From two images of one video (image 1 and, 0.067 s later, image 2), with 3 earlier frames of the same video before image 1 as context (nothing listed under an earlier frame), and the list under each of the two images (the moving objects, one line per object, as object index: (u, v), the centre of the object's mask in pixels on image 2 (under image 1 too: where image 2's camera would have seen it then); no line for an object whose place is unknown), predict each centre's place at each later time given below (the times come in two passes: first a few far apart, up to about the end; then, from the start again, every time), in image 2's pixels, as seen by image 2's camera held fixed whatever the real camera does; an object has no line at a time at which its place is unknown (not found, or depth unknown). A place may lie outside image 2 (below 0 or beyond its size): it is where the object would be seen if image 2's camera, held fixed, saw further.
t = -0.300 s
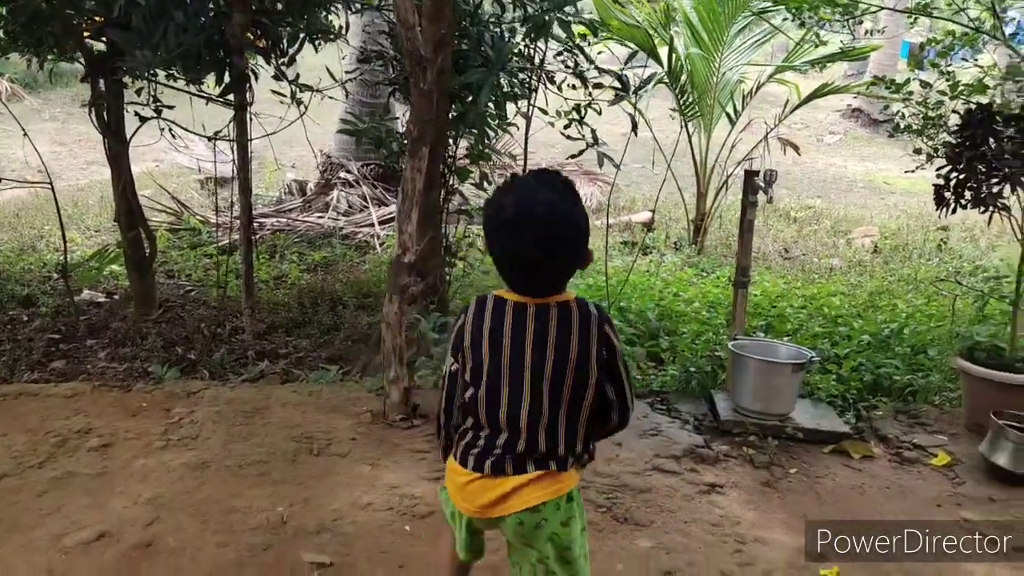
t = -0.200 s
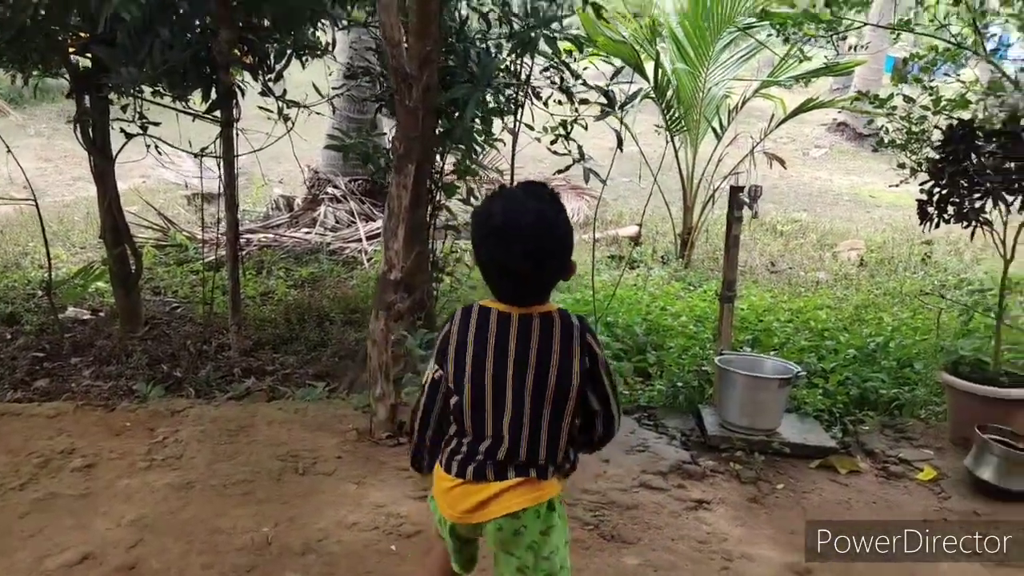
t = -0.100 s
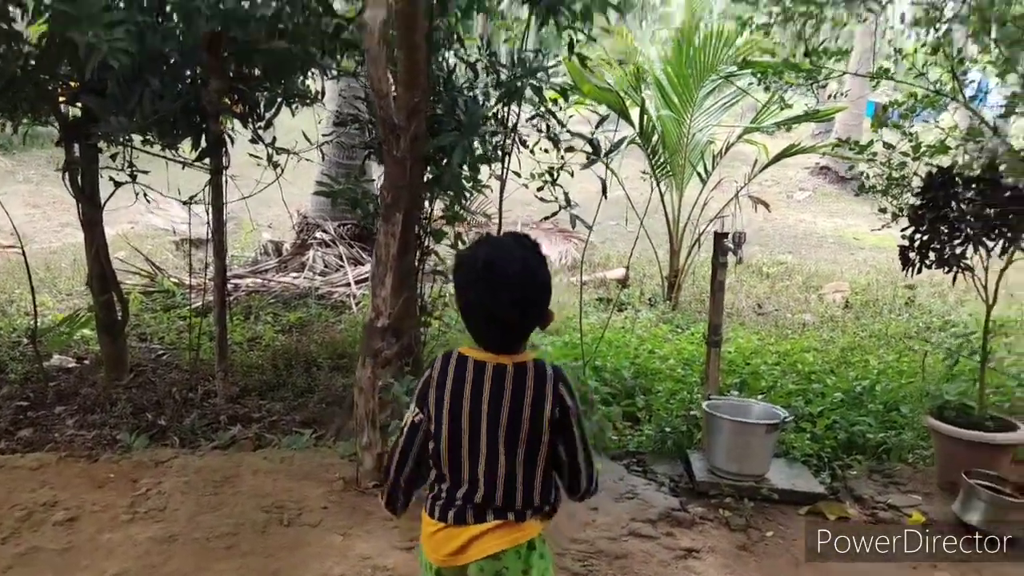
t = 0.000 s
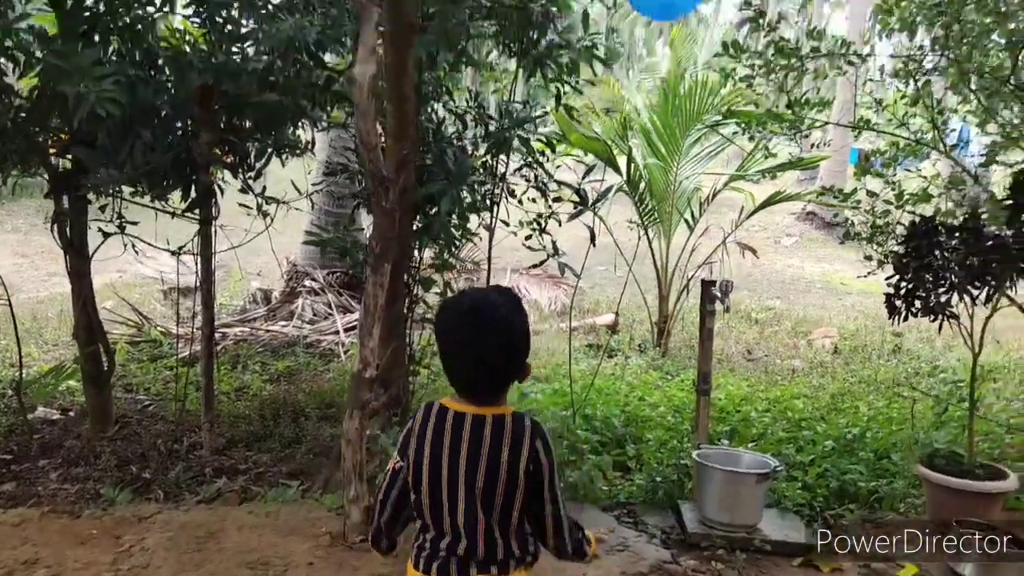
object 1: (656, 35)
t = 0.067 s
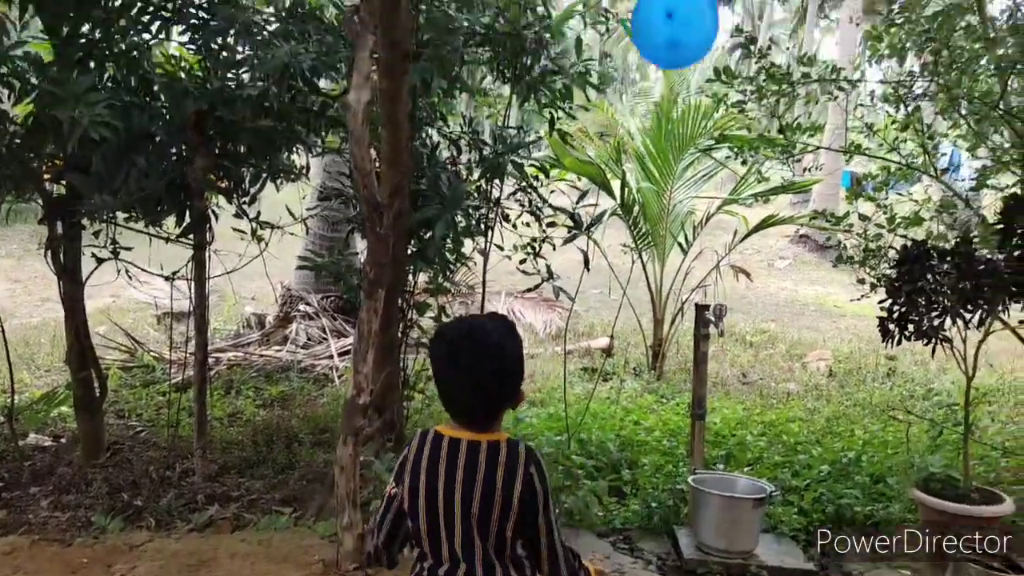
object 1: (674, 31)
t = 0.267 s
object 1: (738, 79)
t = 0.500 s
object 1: (830, 126)
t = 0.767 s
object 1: (932, 174)
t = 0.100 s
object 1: (684, 34)
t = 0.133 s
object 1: (694, 44)
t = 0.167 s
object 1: (704, 54)
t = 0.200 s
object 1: (715, 63)
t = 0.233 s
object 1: (726, 71)
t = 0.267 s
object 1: (738, 79)
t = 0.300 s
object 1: (750, 86)
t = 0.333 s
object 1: (763, 94)
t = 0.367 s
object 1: (776, 101)
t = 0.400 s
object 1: (789, 108)
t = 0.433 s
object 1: (802, 114)
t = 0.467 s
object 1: (816, 120)
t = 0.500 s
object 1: (830, 126)
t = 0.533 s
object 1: (843, 131)
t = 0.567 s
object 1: (857, 137)
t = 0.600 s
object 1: (871, 142)
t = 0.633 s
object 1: (883, 148)
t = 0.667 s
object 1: (896, 154)
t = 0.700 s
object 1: (908, 160)
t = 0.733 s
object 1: (920, 167)
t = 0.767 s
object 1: (932, 174)
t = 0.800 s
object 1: (944, 180)
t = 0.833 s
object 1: (955, 188)
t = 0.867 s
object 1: (966, 196)
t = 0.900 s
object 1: (977, 203)
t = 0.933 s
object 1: (988, 211)
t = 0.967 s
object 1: (999, 218)
